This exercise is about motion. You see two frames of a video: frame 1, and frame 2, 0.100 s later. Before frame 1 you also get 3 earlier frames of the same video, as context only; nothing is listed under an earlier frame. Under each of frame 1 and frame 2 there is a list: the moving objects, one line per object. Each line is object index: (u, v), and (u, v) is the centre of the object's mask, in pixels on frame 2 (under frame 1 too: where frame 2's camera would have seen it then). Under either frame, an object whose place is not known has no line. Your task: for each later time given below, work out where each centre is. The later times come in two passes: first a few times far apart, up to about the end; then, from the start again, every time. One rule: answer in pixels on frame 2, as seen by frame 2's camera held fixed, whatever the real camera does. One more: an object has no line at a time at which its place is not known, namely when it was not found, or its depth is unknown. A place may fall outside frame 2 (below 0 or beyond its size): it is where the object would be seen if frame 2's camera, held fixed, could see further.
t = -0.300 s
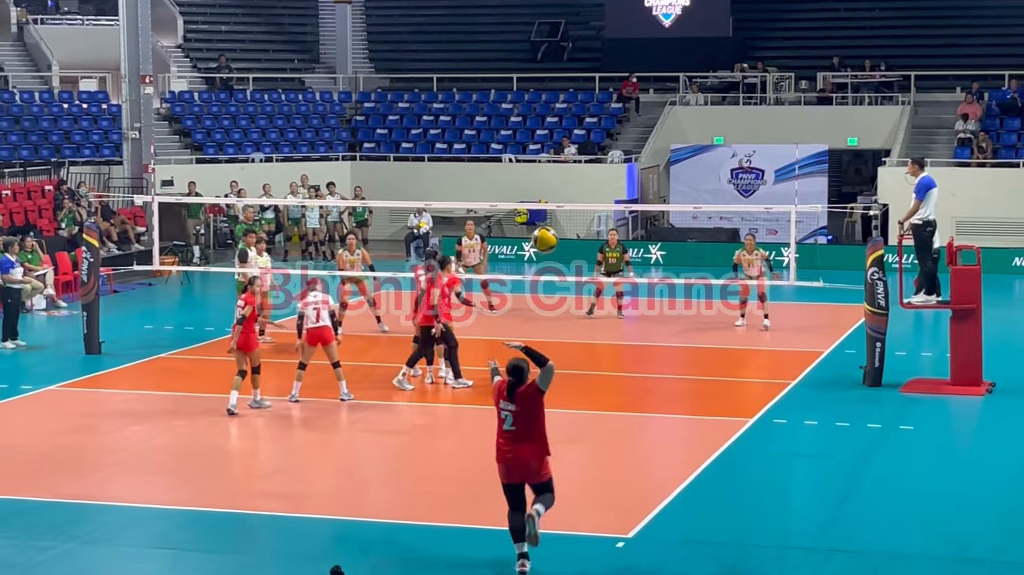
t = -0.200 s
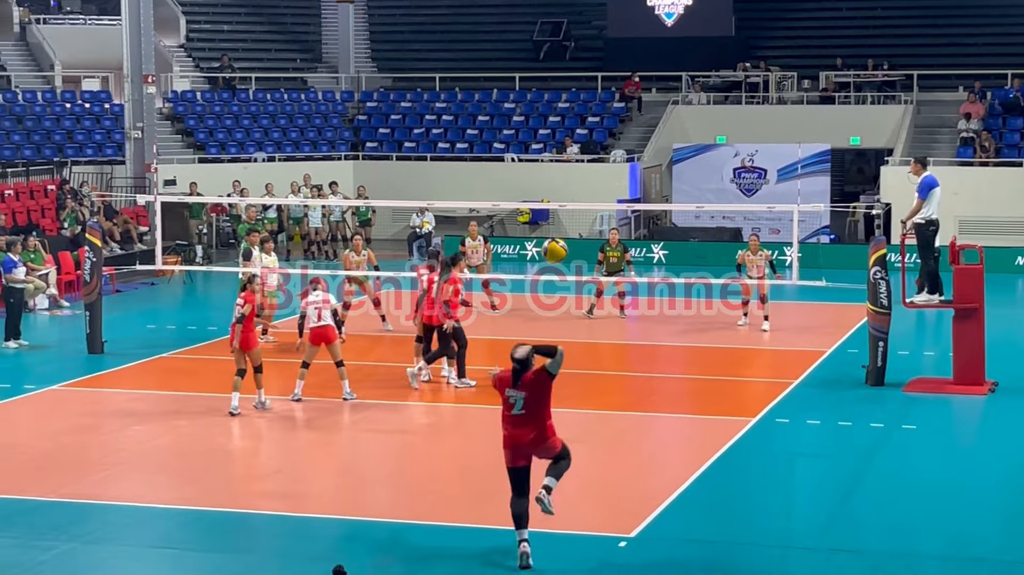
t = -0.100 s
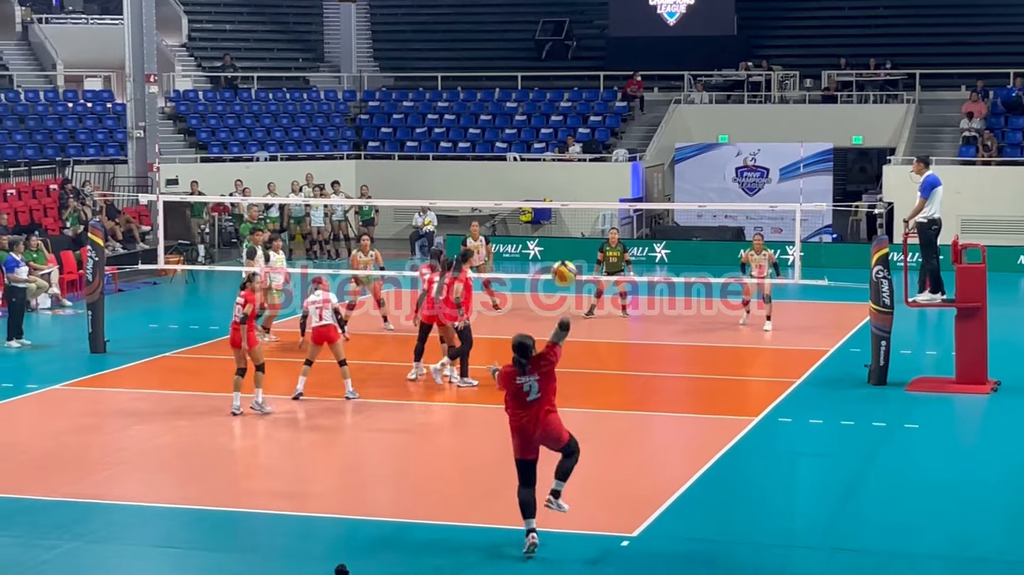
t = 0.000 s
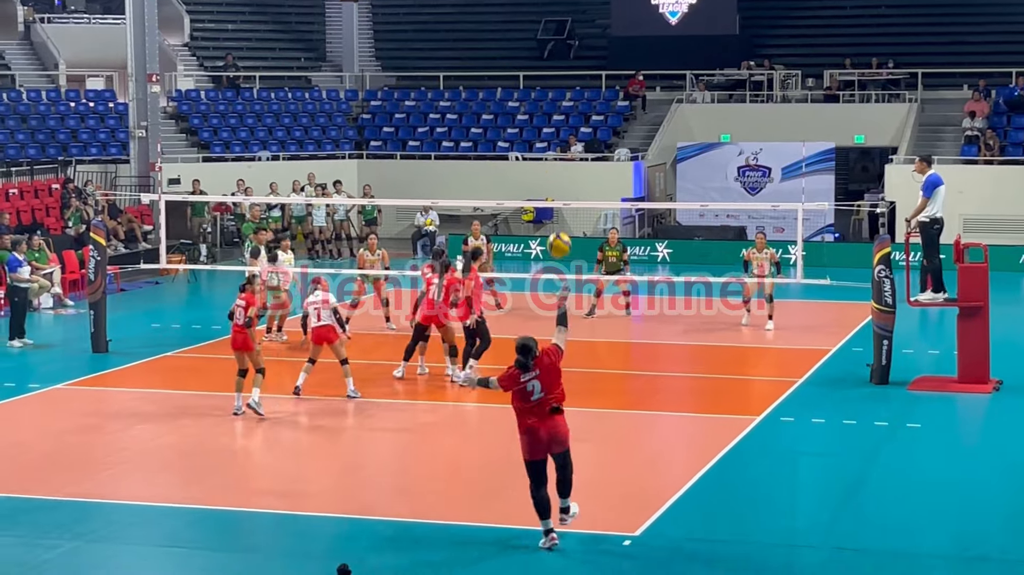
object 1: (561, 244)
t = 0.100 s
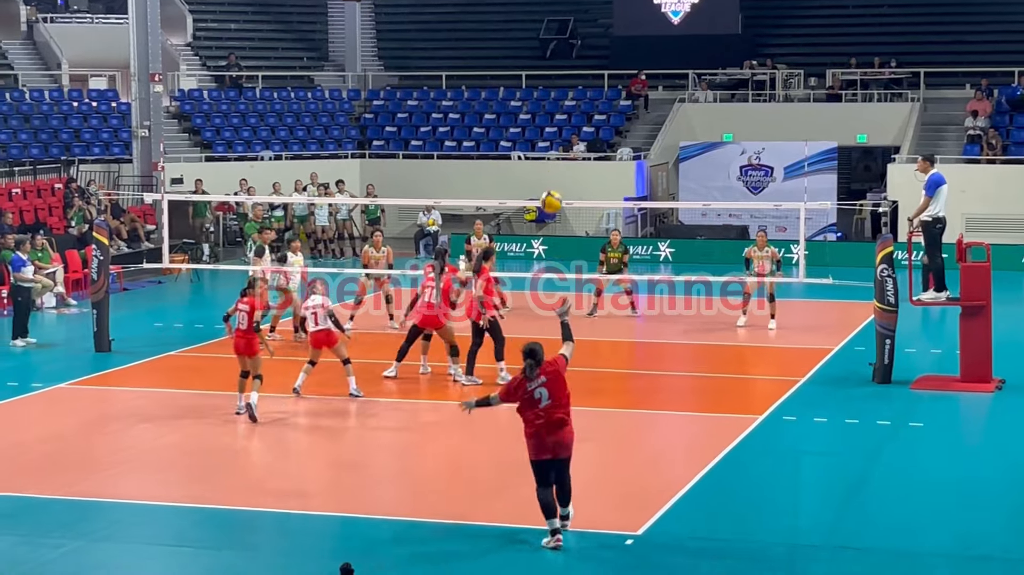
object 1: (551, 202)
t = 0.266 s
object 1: (536, 162)
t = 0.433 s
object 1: (524, 147)
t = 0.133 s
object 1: (548, 191)
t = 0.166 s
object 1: (545, 182)
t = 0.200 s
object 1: (542, 174)
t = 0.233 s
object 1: (539, 167)
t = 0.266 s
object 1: (536, 162)
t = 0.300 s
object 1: (534, 158)
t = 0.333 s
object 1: (531, 154)
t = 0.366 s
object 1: (529, 151)
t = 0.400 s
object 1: (526, 149)
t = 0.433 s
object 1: (524, 147)
